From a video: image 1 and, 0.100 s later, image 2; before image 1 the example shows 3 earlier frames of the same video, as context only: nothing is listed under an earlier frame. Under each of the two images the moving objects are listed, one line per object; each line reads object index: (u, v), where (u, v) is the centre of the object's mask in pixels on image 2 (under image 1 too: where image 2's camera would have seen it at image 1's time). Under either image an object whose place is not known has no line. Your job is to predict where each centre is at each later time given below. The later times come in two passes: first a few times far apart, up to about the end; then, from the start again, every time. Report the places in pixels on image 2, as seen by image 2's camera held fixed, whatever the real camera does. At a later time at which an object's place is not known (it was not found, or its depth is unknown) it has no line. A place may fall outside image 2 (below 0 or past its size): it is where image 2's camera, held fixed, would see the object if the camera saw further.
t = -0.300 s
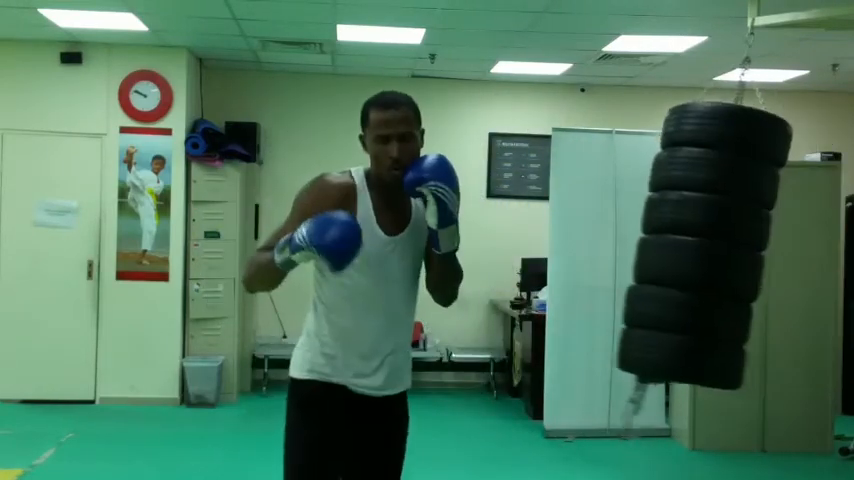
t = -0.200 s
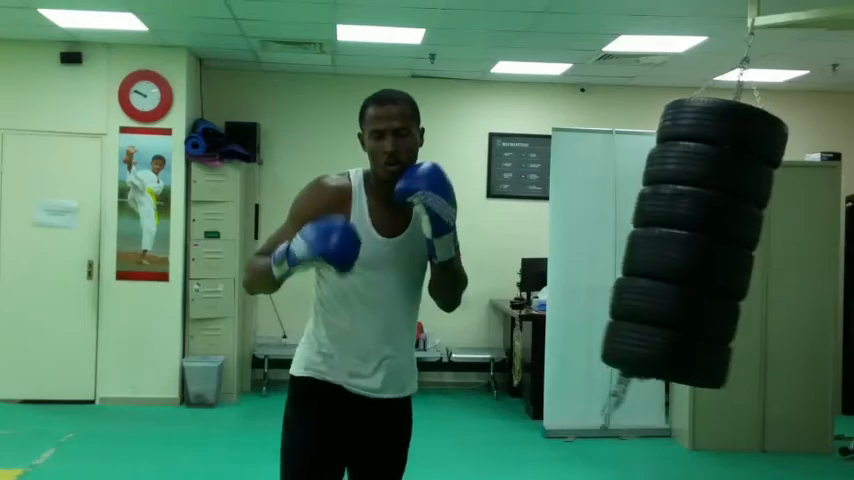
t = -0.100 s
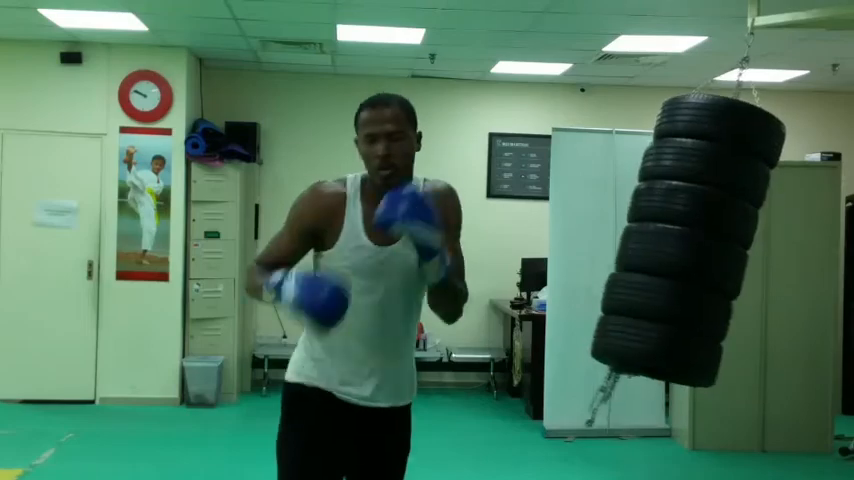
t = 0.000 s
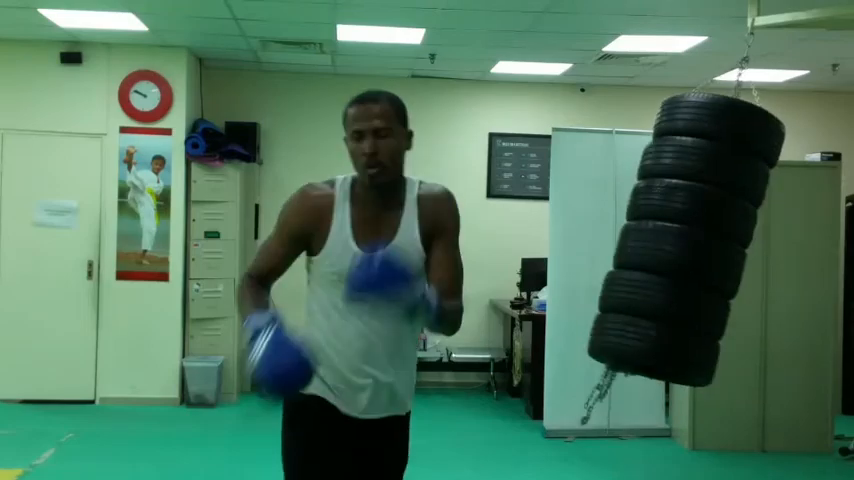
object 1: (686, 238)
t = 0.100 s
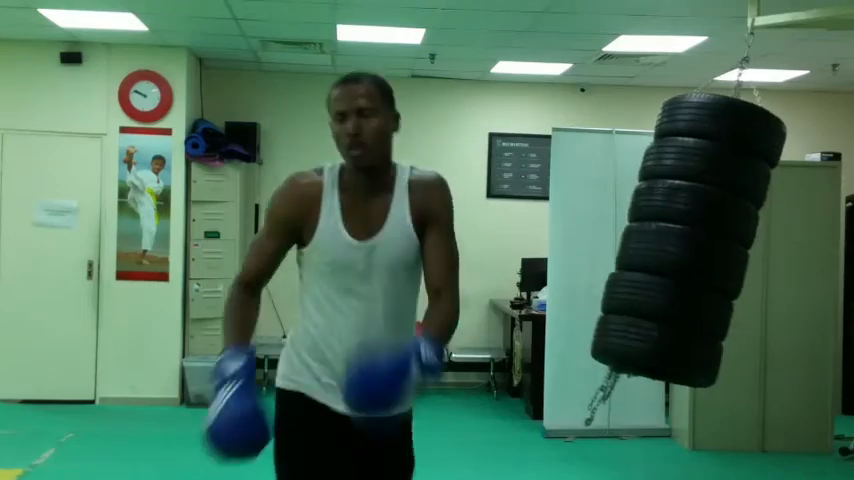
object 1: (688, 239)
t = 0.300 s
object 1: (705, 244)
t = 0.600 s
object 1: (748, 253)
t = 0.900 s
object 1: (785, 247)
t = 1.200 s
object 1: (792, 236)
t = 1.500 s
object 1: (779, 250)
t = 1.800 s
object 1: (737, 251)
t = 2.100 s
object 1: (699, 243)
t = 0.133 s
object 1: (690, 240)
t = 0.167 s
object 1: (692, 240)
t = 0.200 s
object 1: (695, 241)
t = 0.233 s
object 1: (697, 242)
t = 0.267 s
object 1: (700, 243)
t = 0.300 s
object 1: (705, 244)
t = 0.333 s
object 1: (709, 245)
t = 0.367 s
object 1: (712, 247)
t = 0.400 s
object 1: (717, 247)
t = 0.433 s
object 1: (722, 248)
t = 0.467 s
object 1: (726, 249)
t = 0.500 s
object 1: (732, 250)
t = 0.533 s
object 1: (737, 251)
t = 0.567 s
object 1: (743, 251)
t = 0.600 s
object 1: (748, 253)
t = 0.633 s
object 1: (753, 253)
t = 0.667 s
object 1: (758, 253)
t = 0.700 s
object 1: (763, 254)
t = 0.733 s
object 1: (767, 254)
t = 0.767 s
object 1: (772, 253)
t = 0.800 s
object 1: (775, 252)
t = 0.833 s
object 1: (780, 251)
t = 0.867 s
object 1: (782, 249)
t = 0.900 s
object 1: (785, 247)
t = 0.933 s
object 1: (787, 245)
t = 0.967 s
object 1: (788, 243)
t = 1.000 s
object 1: (789, 241)
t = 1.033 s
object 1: (790, 240)
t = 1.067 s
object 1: (791, 238)
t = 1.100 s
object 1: (792, 237)
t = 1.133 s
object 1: (792, 236)
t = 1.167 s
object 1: (793, 236)
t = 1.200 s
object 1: (792, 236)
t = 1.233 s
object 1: (792, 236)
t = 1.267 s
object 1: (792, 237)
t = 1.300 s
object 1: (790, 238)
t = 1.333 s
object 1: (789, 240)
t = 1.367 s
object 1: (788, 241)
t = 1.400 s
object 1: (786, 243)
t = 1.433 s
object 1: (784, 245)
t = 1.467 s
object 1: (782, 247)
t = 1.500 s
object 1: (779, 250)
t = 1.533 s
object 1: (776, 251)
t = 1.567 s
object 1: (771, 252)
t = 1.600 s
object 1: (767, 253)
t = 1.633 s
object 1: (762, 253)
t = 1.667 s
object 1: (757, 253)
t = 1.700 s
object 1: (752, 253)
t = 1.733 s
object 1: (746, 253)
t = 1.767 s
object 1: (742, 252)
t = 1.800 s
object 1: (737, 251)
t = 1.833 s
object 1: (731, 250)
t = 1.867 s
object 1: (727, 250)
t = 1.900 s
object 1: (722, 248)
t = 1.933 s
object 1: (718, 247)
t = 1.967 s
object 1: (713, 246)
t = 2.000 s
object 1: (709, 245)
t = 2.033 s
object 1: (706, 244)
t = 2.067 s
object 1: (702, 243)
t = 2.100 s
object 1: (699, 243)
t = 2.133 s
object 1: (696, 241)
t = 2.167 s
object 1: (694, 240)
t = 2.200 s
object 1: (692, 240)
